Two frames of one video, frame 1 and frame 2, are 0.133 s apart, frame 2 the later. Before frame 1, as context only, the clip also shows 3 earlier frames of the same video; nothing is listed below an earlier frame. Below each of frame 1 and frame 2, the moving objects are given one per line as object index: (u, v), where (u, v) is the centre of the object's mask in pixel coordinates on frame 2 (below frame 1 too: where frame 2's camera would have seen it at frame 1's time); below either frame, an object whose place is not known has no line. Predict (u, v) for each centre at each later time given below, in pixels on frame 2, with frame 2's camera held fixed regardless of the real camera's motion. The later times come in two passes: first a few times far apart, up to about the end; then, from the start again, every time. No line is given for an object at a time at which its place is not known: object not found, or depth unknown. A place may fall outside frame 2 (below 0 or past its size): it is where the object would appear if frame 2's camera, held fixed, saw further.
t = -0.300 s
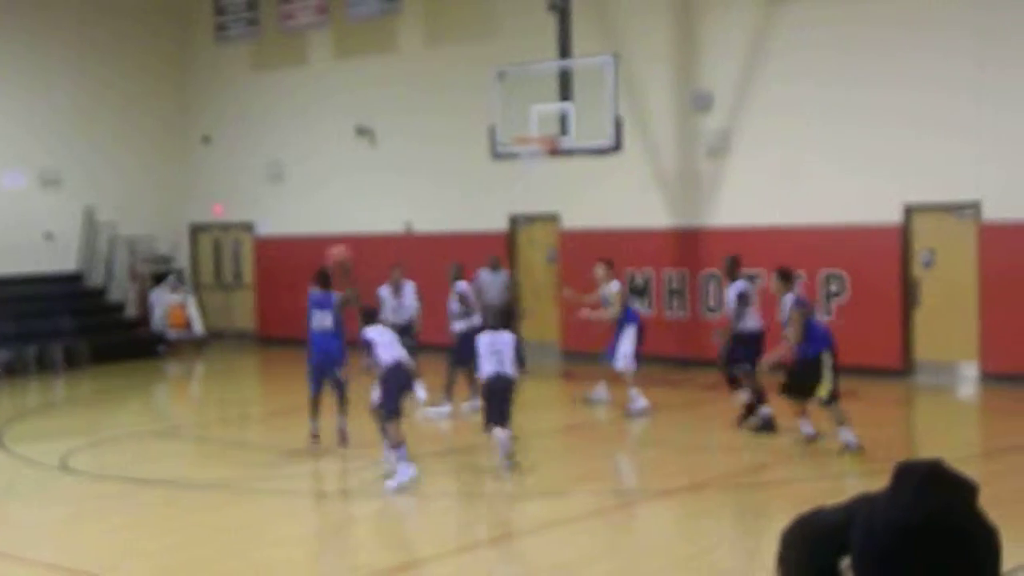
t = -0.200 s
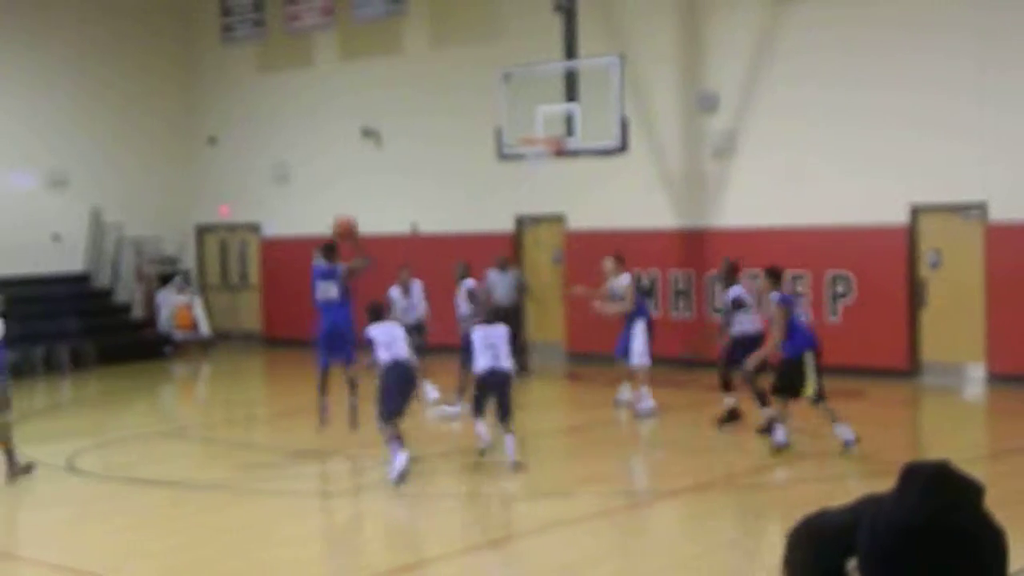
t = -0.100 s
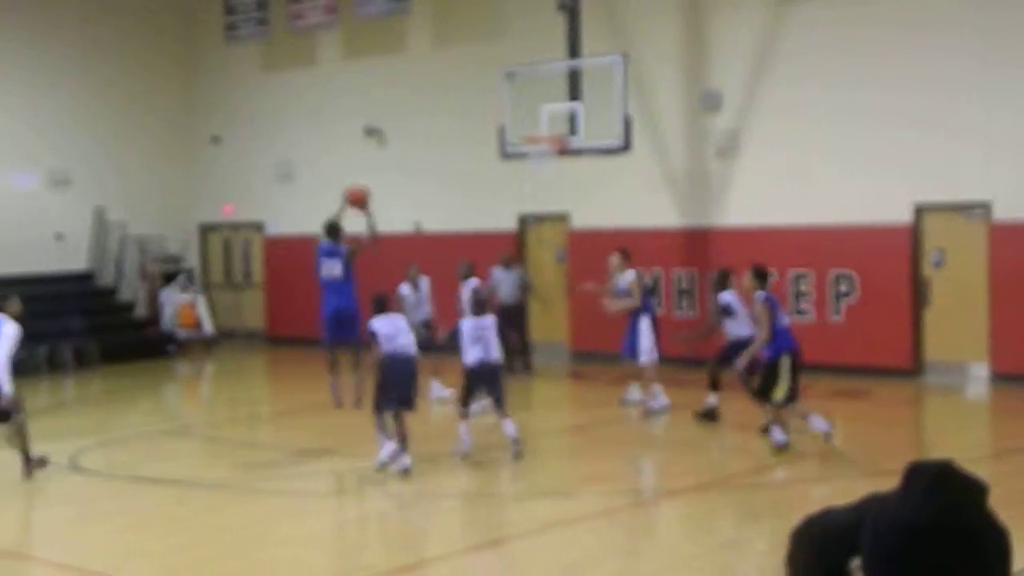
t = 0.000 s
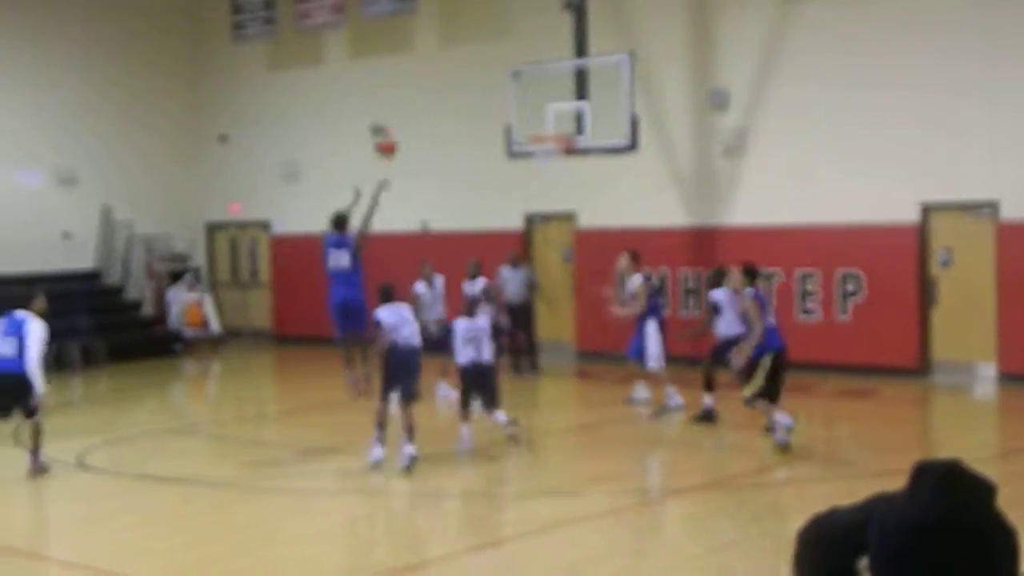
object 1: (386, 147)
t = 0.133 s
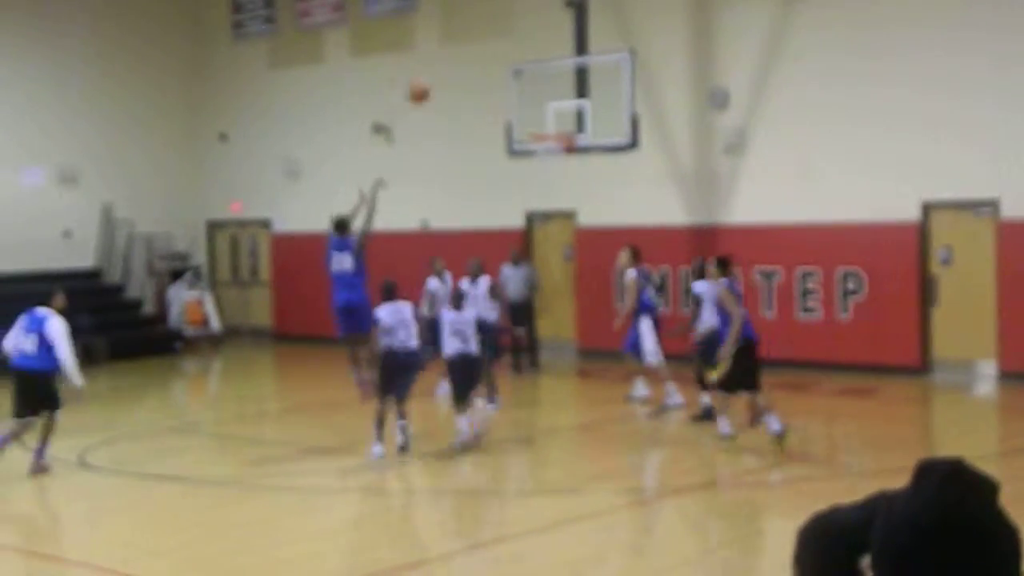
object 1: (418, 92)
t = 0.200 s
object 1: (433, 77)
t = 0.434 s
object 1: (482, 47)
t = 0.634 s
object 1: (520, 65)
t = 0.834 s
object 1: (555, 113)
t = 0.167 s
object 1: (425, 84)
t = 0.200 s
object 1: (433, 77)
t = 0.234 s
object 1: (439, 69)
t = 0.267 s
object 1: (447, 63)
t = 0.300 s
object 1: (454, 59)
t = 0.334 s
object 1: (462, 52)
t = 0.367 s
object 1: (469, 49)
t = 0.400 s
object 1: (475, 48)
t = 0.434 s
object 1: (482, 47)
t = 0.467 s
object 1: (489, 48)
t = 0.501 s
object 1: (494, 50)
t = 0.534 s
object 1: (501, 52)
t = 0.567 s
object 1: (508, 57)
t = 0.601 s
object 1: (514, 61)
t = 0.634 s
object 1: (520, 65)
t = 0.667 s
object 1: (526, 70)
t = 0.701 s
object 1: (530, 78)
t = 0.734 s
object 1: (538, 84)
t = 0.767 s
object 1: (544, 92)
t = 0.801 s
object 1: (549, 104)
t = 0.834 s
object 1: (555, 113)
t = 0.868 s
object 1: (558, 123)
